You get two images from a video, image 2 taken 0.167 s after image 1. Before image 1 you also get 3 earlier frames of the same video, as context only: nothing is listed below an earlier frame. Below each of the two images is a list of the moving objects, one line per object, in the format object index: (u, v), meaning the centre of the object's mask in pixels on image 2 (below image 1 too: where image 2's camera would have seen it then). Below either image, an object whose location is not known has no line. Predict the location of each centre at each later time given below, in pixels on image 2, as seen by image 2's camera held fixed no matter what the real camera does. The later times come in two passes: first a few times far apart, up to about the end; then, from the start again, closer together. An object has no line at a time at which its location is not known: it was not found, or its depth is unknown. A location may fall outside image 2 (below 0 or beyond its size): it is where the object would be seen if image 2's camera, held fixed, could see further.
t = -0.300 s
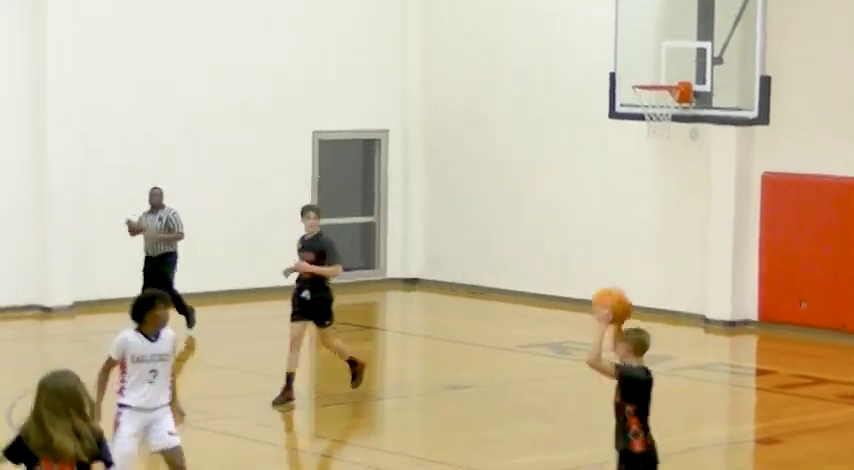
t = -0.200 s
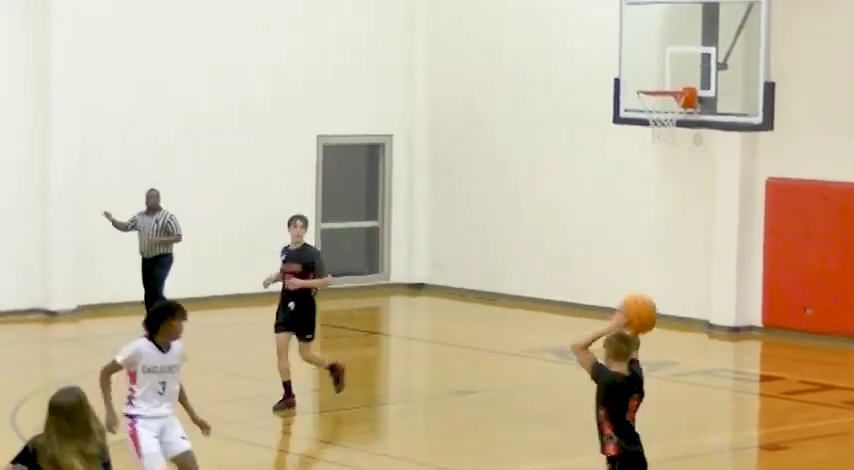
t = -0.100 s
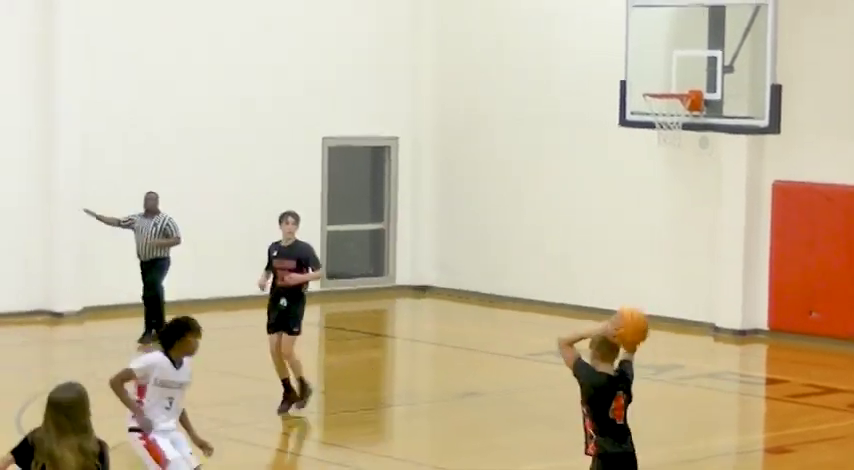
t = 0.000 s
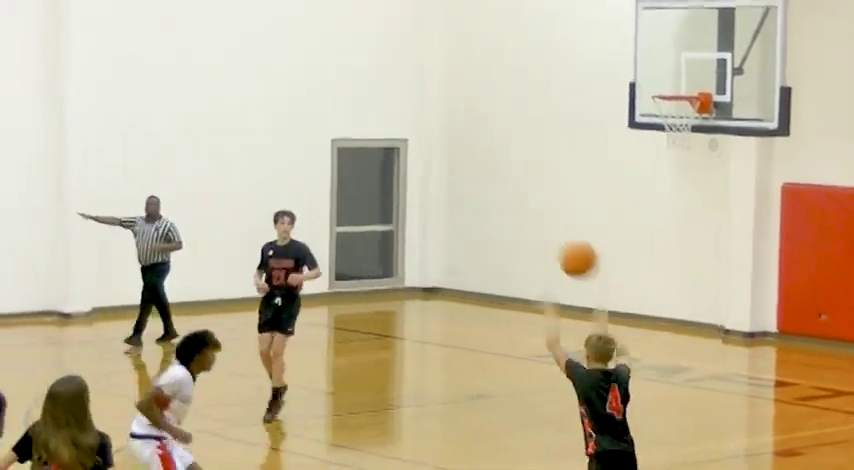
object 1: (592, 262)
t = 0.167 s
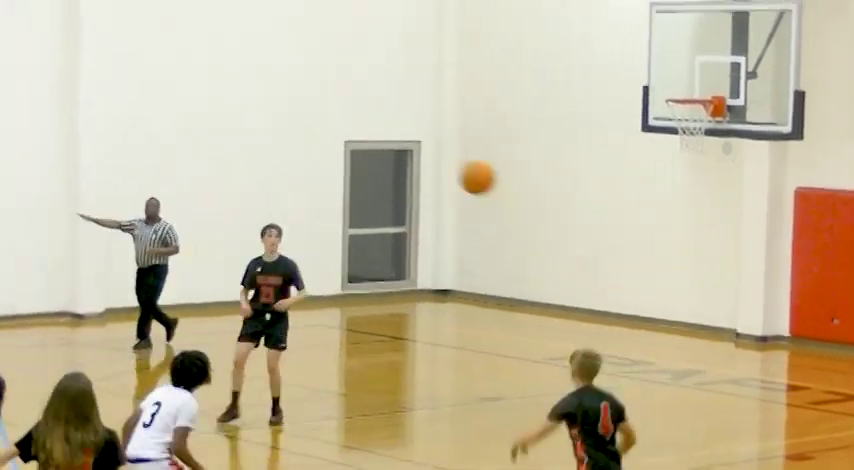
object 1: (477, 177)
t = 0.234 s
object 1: (436, 157)
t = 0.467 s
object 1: (304, 139)
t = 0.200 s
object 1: (457, 166)
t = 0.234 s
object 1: (436, 157)
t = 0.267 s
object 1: (415, 149)
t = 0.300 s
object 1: (397, 144)
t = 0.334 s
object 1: (378, 140)
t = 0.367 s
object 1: (358, 137)
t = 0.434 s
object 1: (323, 137)
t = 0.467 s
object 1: (304, 139)
